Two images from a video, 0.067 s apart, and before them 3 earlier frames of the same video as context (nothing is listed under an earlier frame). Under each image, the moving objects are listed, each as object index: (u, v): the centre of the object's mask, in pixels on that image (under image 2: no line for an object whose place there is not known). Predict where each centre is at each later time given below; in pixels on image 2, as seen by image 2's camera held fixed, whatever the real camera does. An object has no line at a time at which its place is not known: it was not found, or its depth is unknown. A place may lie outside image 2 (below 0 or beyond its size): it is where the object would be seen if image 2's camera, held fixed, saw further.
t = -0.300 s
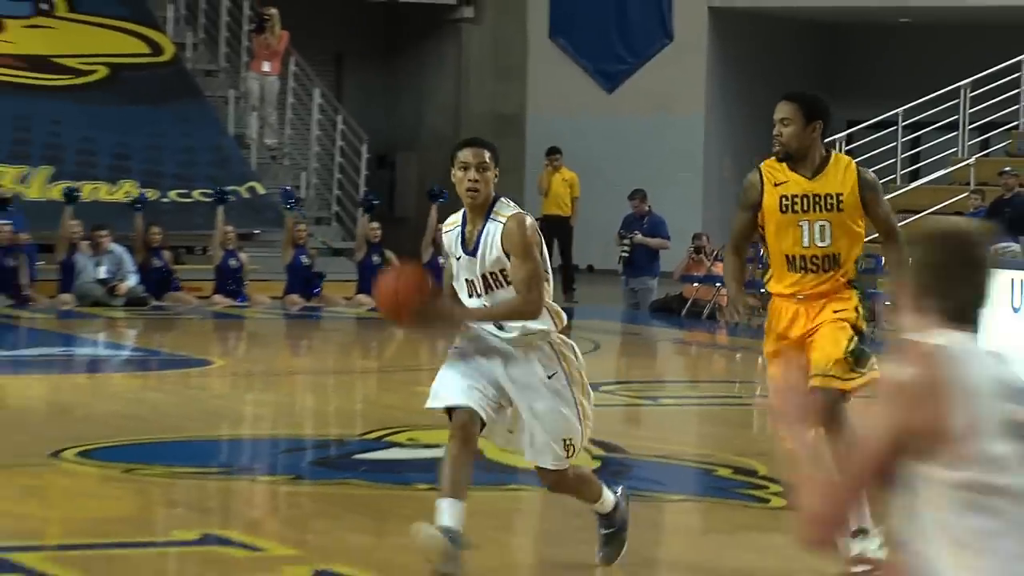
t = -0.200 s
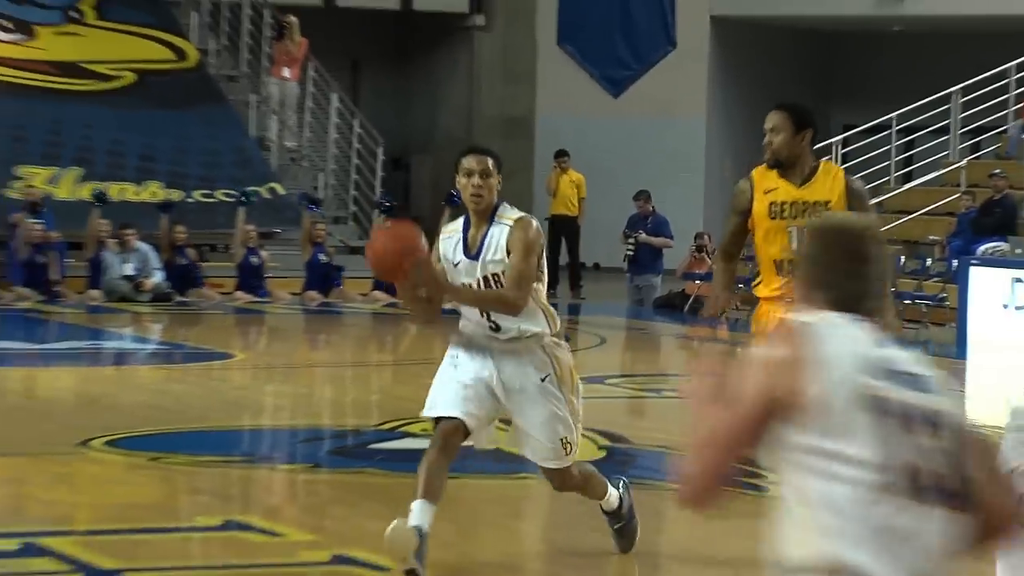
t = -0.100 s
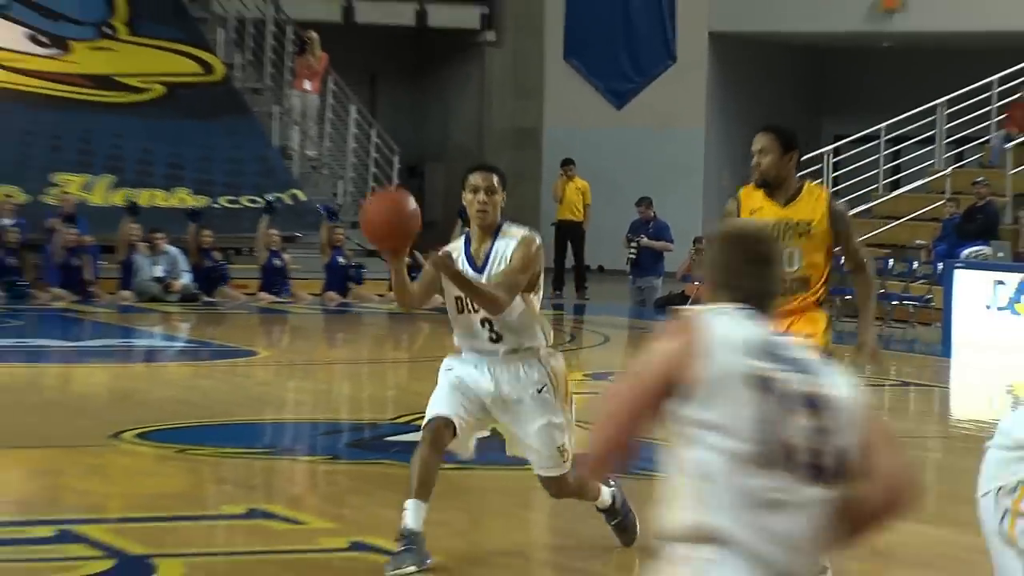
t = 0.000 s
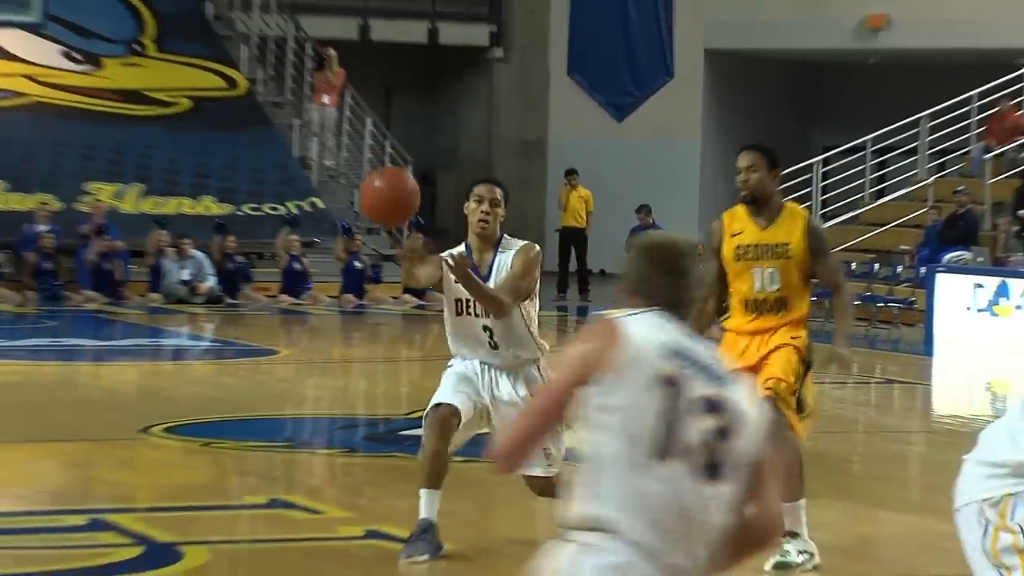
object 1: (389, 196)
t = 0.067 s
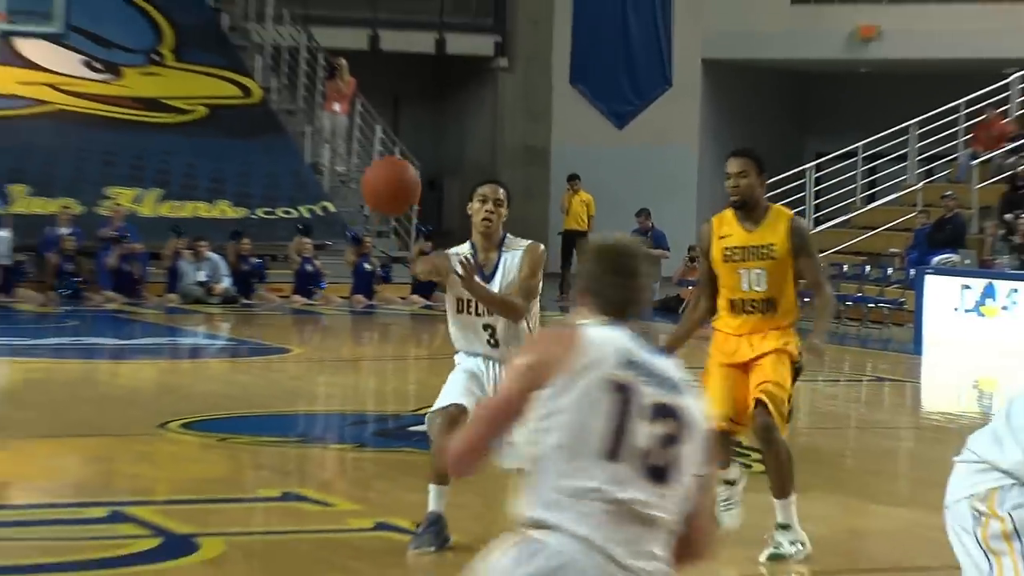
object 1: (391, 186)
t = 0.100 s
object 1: (386, 179)
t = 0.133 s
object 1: (380, 170)
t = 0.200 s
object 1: (370, 154)
